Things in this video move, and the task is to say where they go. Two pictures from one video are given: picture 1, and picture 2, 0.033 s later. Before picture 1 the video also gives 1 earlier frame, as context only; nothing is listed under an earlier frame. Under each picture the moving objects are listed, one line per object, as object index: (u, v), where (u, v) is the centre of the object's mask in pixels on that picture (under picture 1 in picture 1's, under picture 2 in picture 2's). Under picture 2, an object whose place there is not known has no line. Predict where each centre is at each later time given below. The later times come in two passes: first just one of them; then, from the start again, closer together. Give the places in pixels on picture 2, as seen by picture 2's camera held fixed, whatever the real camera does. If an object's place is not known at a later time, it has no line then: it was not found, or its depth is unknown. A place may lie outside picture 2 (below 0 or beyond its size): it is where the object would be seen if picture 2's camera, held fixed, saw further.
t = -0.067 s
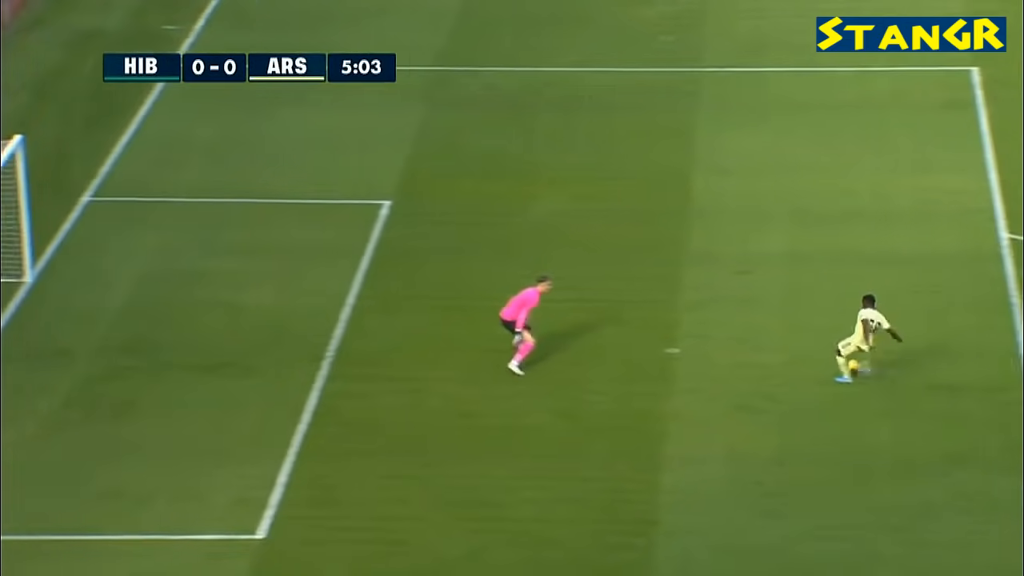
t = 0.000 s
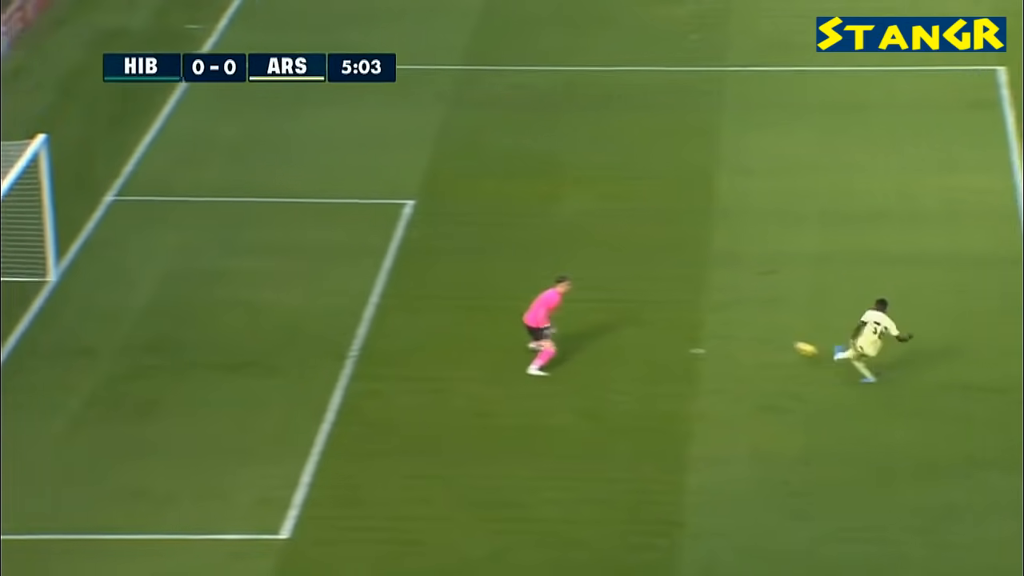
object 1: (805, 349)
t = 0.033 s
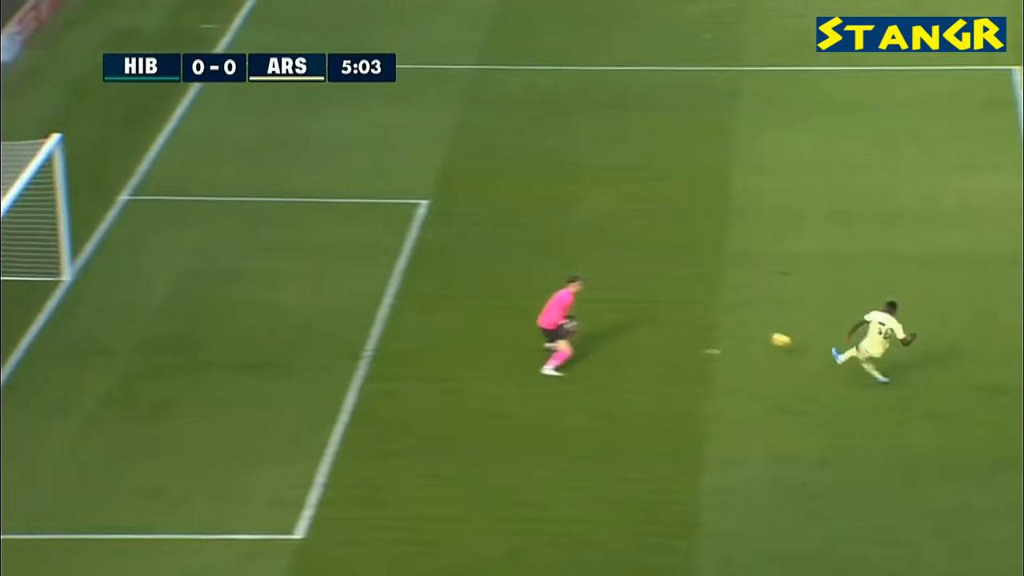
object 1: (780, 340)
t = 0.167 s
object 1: (629, 316)
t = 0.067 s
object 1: (735, 332)
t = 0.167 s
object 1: (629, 316)
